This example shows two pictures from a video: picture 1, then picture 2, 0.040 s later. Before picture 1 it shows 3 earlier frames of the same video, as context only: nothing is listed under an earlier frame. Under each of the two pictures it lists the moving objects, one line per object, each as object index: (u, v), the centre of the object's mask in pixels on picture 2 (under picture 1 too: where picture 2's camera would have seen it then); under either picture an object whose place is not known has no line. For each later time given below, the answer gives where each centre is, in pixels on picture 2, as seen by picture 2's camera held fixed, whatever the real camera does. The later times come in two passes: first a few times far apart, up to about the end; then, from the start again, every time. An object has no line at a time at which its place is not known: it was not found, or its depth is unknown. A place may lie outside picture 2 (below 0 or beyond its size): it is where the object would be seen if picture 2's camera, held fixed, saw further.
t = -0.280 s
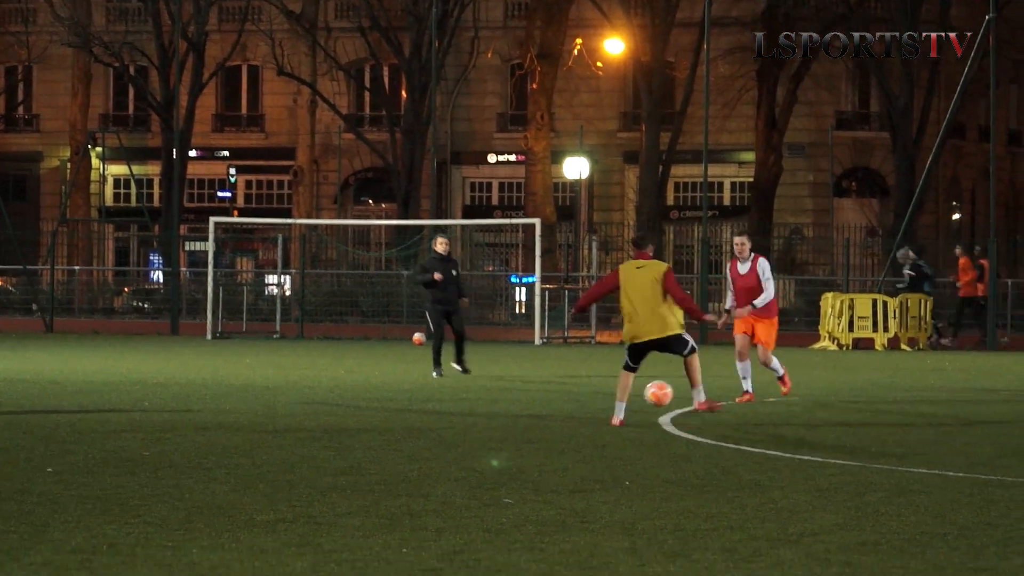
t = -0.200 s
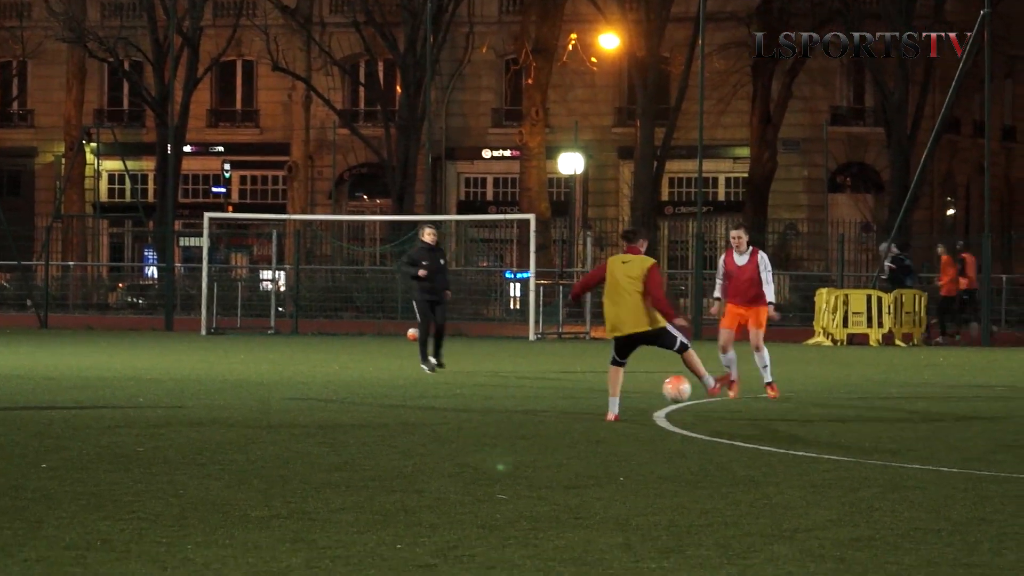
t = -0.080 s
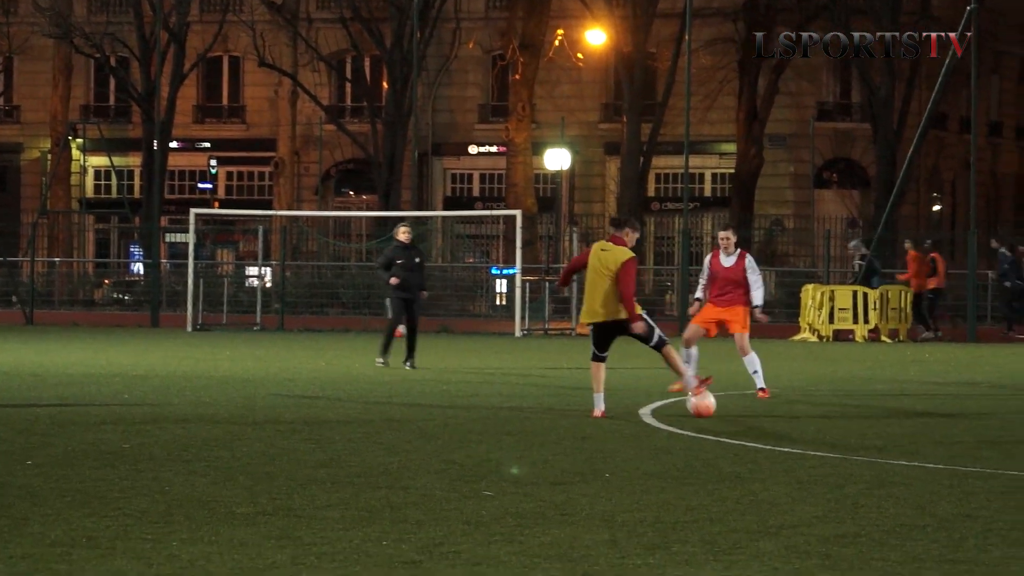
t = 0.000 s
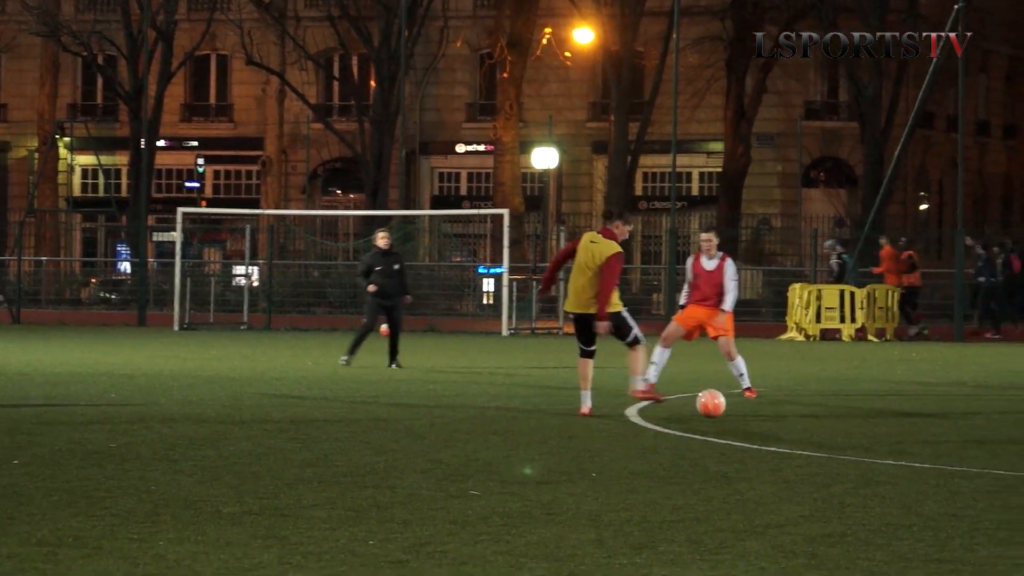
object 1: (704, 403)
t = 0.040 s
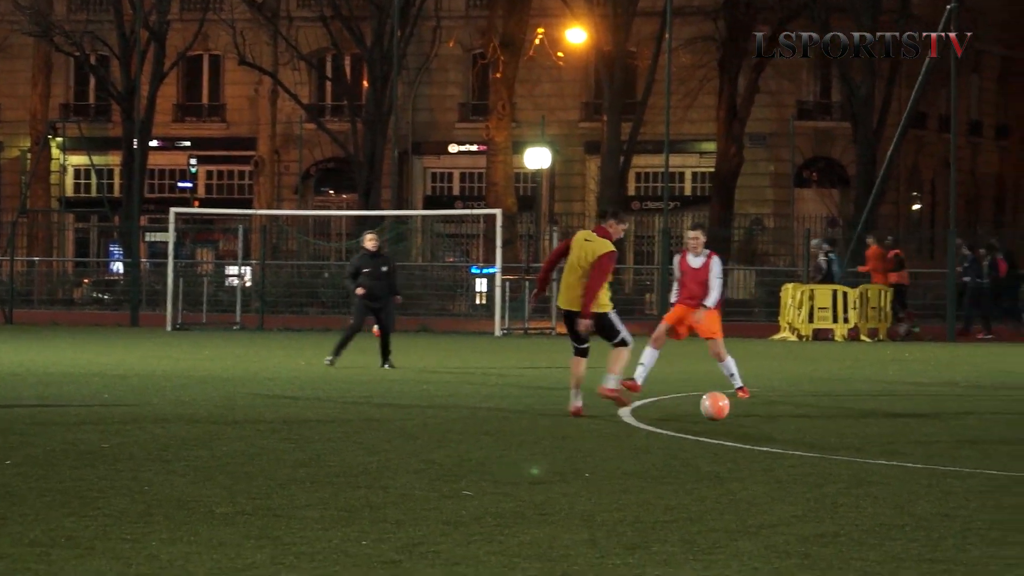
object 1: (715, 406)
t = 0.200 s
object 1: (762, 416)
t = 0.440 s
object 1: (838, 433)
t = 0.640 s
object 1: (911, 447)
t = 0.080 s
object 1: (727, 410)
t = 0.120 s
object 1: (738, 413)
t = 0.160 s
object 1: (750, 413)
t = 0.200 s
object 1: (762, 416)
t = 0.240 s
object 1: (775, 421)
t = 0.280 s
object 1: (787, 424)
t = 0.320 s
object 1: (799, 423)
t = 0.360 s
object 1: (812, 426)
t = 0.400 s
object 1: (825, 431)
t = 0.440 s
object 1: (838, 433)
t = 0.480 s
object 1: (853, 436)
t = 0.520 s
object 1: (867, 439)
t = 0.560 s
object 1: (881, 443)
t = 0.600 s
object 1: (896, 445)
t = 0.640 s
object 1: (911, 447)
